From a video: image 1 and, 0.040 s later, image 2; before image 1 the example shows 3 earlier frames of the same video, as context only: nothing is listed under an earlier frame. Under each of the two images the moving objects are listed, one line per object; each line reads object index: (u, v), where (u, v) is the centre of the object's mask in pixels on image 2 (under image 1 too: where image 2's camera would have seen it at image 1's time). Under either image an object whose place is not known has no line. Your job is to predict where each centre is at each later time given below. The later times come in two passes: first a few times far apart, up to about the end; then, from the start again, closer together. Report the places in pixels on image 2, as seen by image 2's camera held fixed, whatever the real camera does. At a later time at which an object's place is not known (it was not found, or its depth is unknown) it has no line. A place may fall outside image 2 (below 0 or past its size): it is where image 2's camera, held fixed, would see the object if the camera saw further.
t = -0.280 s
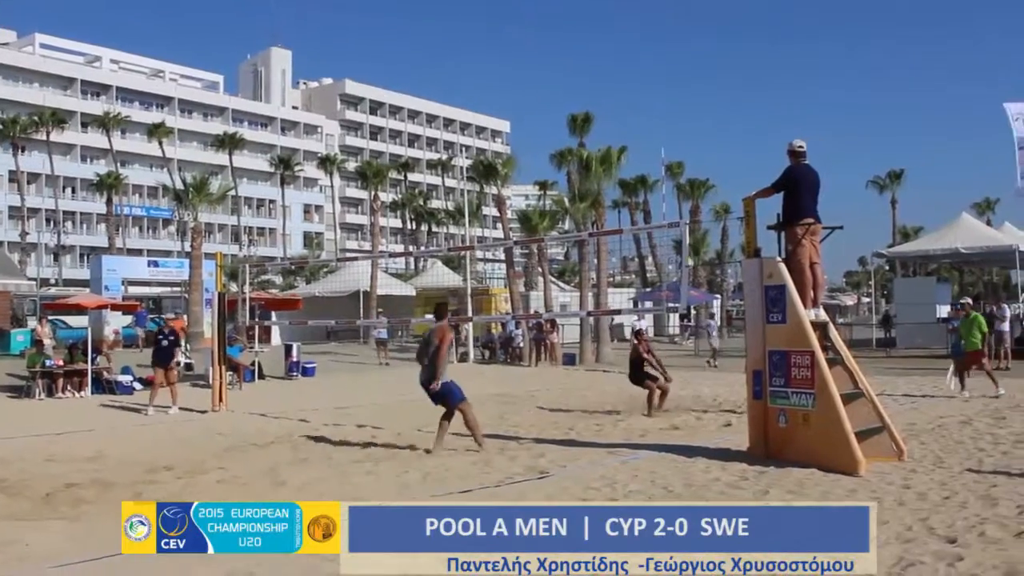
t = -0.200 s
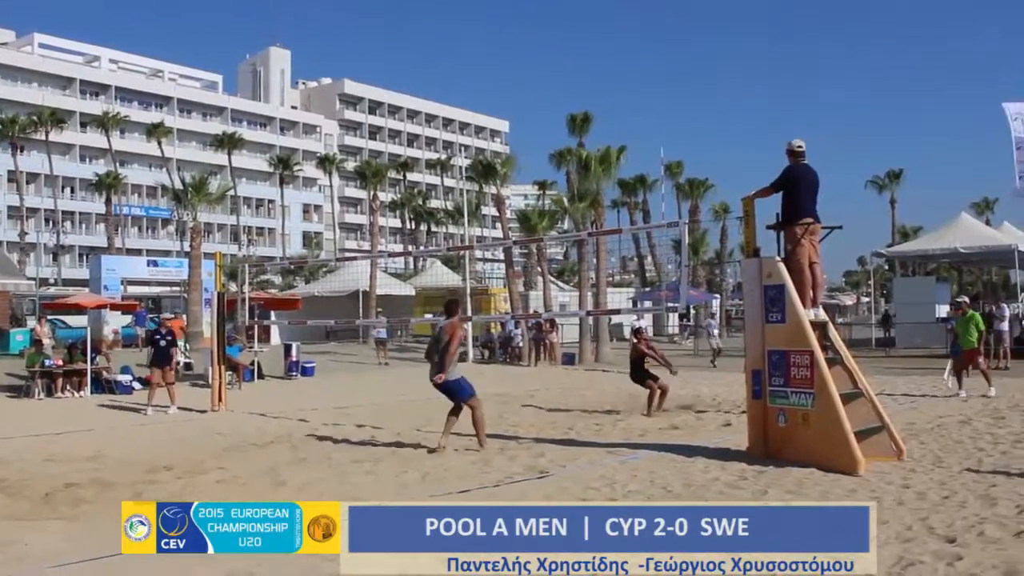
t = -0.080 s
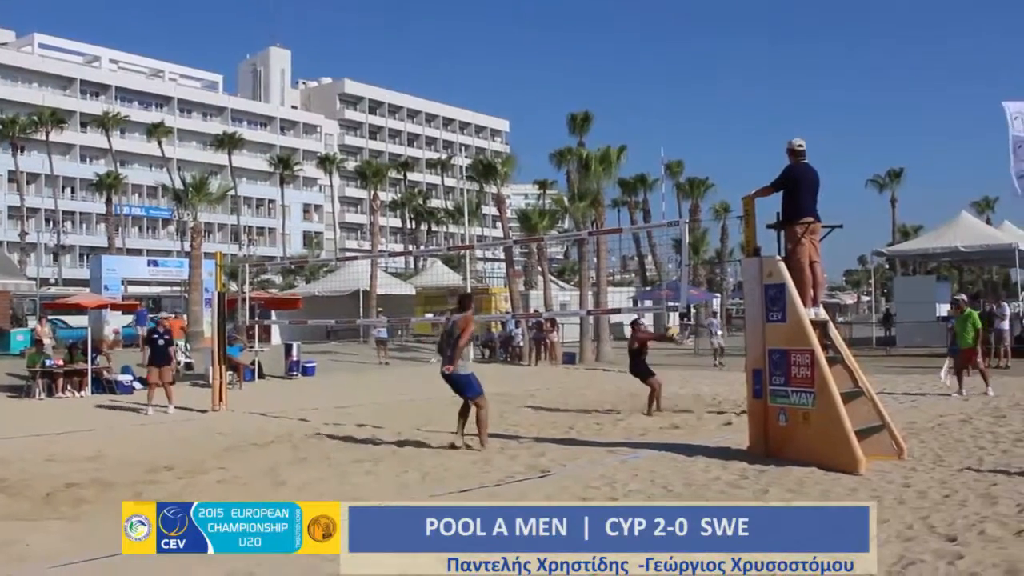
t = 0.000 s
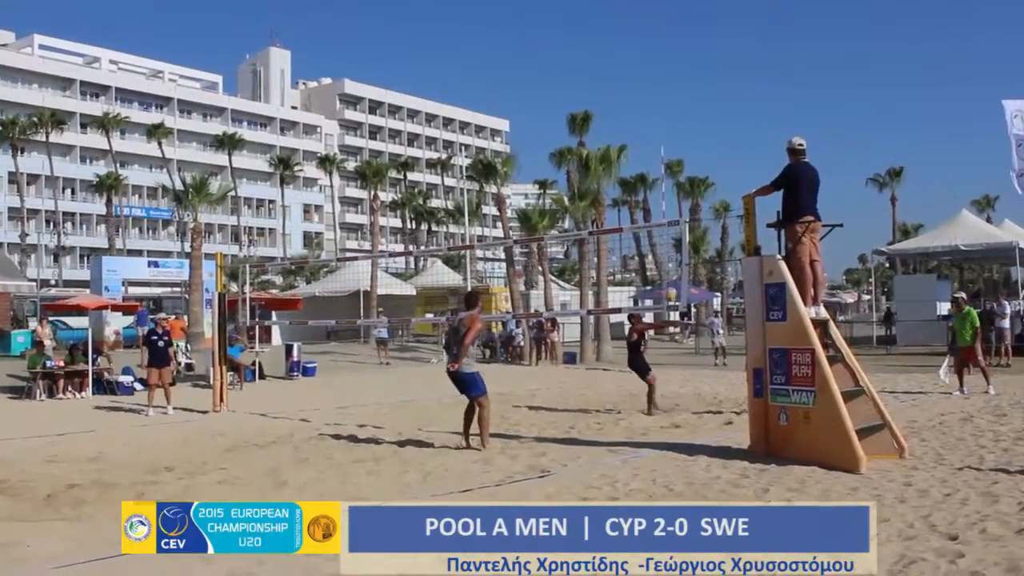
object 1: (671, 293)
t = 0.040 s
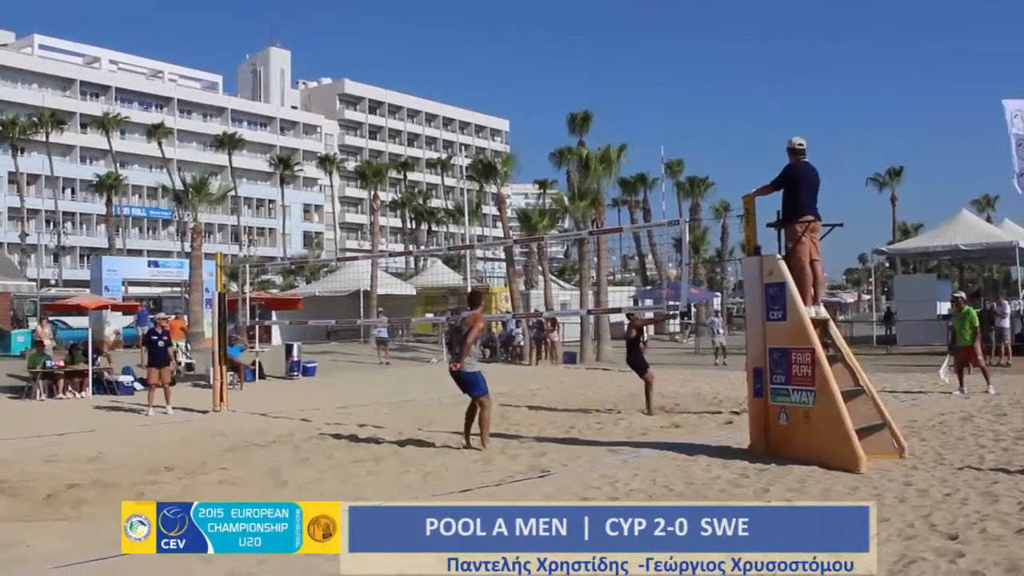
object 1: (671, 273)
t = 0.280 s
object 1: (667, 179)
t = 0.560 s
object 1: (662, 112)
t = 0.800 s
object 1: (657, 94)
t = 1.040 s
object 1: (654, 117)
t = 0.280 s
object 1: (667, 179)
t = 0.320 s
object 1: (666, 166)
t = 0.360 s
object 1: (665, 155)
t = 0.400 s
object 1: (665, 145)
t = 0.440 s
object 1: (664, 136)
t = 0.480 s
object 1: (663, 127)
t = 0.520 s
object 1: (663, 119)
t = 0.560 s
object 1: (662, 112)
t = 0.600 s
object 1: (661, 107)
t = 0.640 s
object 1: (659, 102)
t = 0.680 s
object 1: (659, 98)
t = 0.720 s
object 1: (658, 96)
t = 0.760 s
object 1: (657, 95)
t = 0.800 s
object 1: (657, 94)
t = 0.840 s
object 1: (656, 95)
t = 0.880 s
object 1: (655, 98)
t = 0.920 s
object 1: (655, 101)
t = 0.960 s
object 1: (654, 105)
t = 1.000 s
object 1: (654, 110)
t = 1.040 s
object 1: (654, 117)
